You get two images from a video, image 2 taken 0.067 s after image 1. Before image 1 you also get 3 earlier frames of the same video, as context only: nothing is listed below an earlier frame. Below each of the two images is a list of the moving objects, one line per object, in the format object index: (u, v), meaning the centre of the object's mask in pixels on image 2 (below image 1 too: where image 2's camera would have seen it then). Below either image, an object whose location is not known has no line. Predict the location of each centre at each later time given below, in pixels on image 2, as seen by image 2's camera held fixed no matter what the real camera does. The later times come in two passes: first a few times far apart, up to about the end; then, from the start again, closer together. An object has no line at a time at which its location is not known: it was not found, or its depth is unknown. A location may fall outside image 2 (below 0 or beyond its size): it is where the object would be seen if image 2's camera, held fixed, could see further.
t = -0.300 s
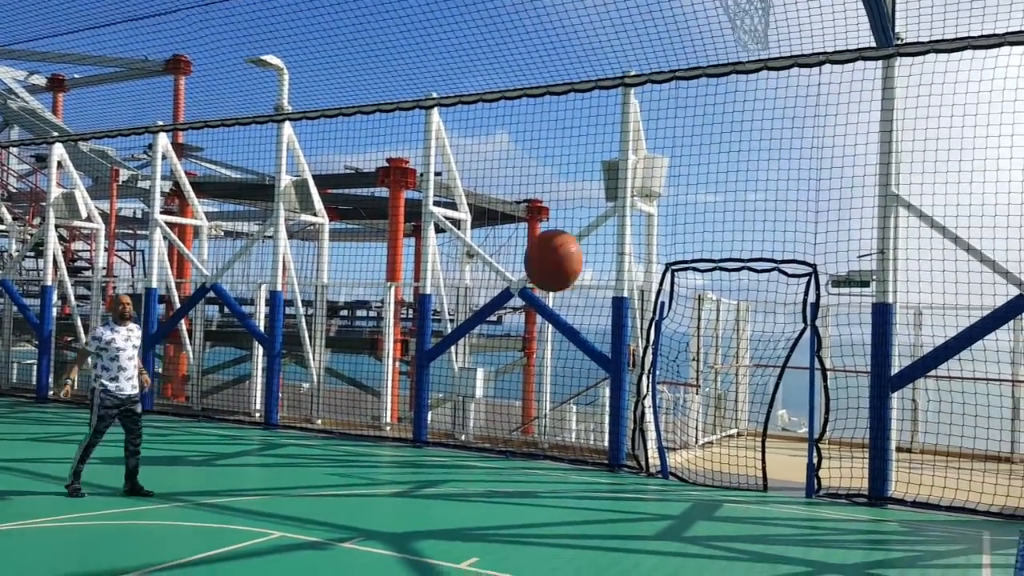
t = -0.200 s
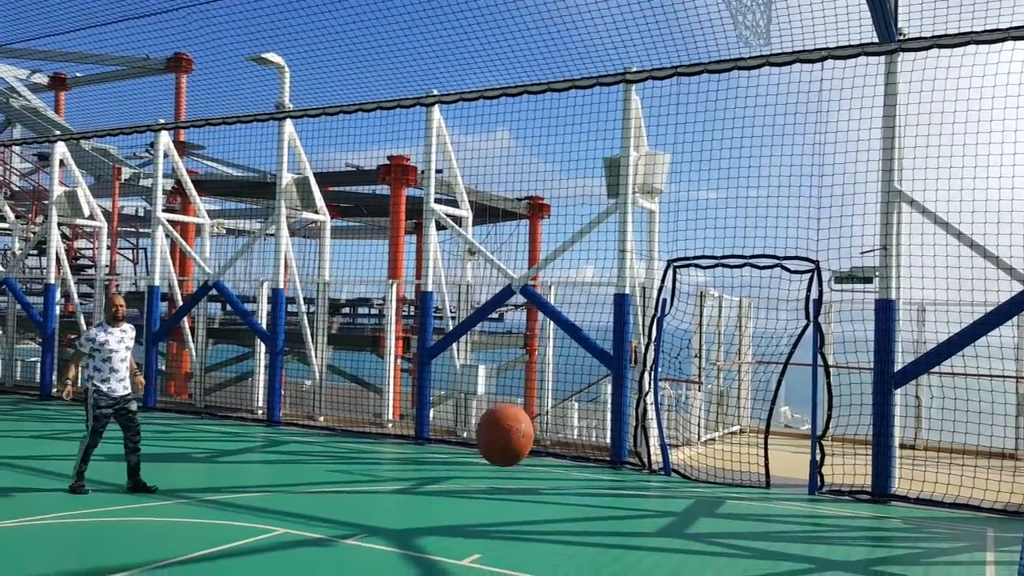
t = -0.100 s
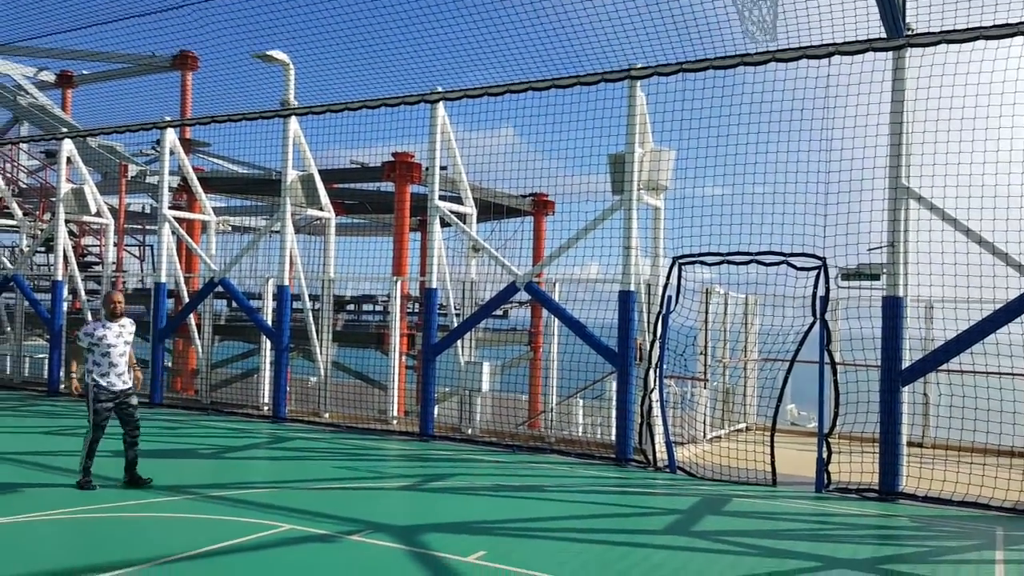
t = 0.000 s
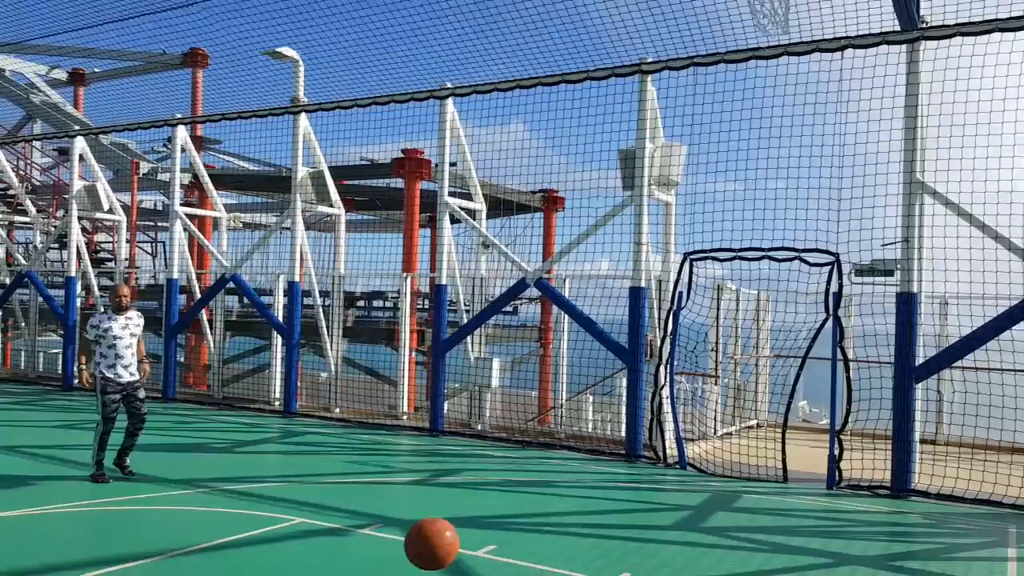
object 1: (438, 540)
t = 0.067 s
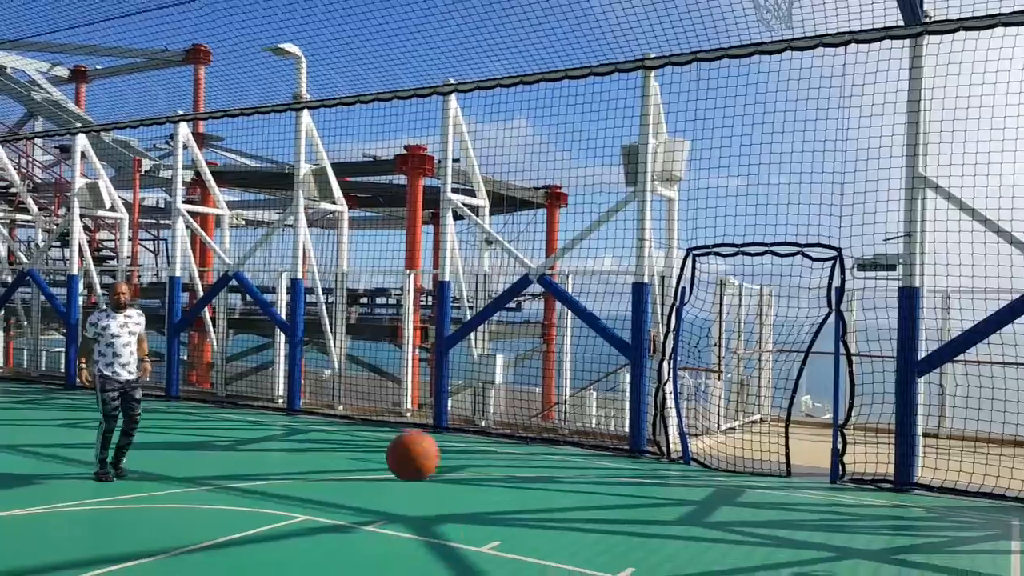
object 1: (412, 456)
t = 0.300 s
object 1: (337, 253)
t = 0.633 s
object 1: (233, 164)
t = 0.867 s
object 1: (173, 228)
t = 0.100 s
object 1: (402, 419)
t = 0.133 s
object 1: (392, 384)
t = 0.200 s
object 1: (368, 324)
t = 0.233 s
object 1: (357, 298)
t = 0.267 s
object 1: (345, 273)
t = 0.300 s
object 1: (337, 253)
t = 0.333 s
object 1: (325, 234)
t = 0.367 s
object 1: (315, 217)
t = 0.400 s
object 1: (304, 203)
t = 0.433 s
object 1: (293, 191)
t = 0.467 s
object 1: (284, 181)
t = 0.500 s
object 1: (274, 173)
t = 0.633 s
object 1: (233, 164)
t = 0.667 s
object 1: (223, 166)
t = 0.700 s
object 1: (215, 171)
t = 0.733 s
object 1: (206, 178)
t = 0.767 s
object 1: (198, 188)
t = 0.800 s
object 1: (191, 199)
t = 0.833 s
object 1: (182, 214)
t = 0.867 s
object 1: (173, 228)
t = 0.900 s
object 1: (165, 244)
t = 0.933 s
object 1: (158, 261)
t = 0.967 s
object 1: (150, 279)
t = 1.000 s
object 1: (141, 300)
